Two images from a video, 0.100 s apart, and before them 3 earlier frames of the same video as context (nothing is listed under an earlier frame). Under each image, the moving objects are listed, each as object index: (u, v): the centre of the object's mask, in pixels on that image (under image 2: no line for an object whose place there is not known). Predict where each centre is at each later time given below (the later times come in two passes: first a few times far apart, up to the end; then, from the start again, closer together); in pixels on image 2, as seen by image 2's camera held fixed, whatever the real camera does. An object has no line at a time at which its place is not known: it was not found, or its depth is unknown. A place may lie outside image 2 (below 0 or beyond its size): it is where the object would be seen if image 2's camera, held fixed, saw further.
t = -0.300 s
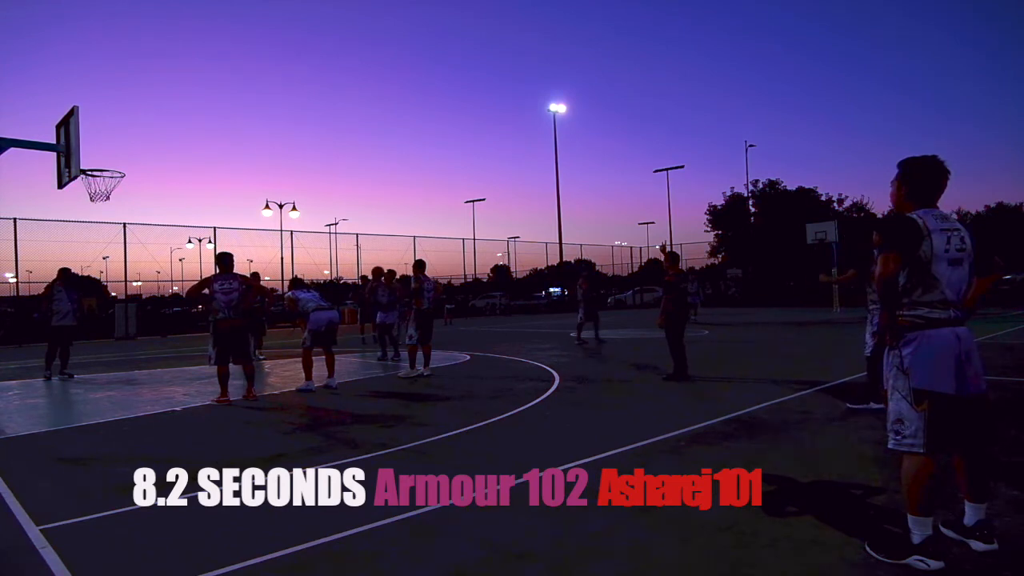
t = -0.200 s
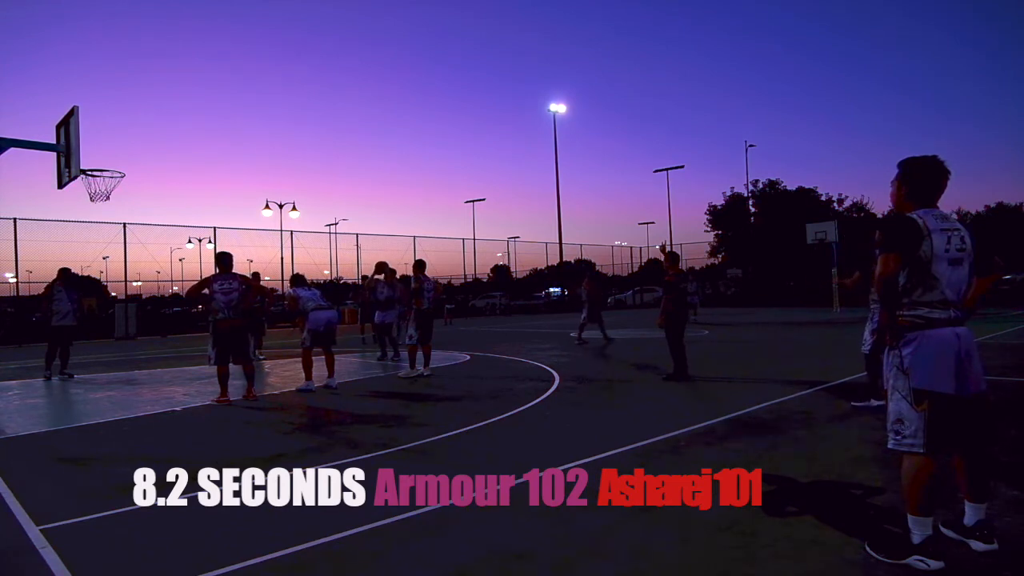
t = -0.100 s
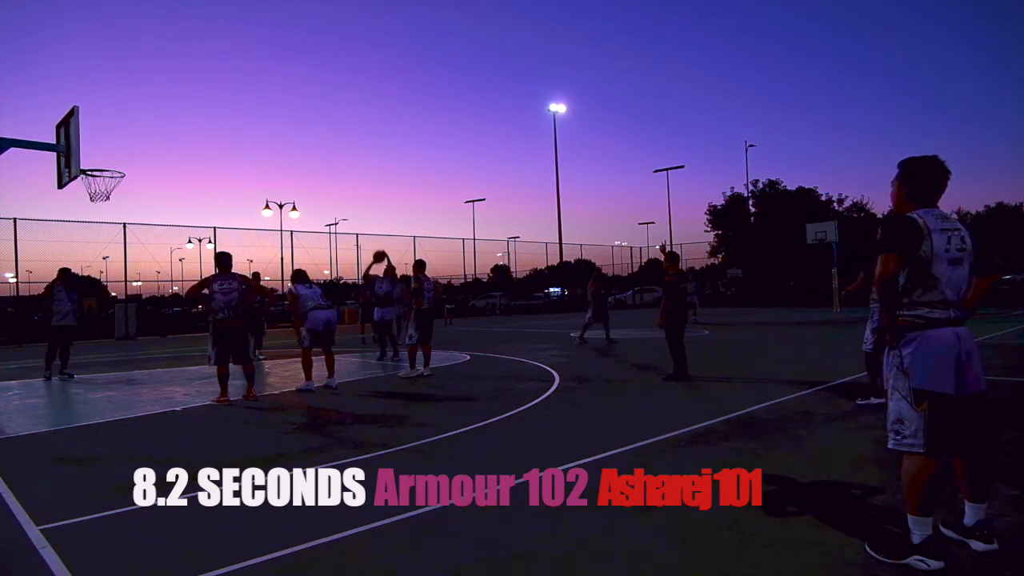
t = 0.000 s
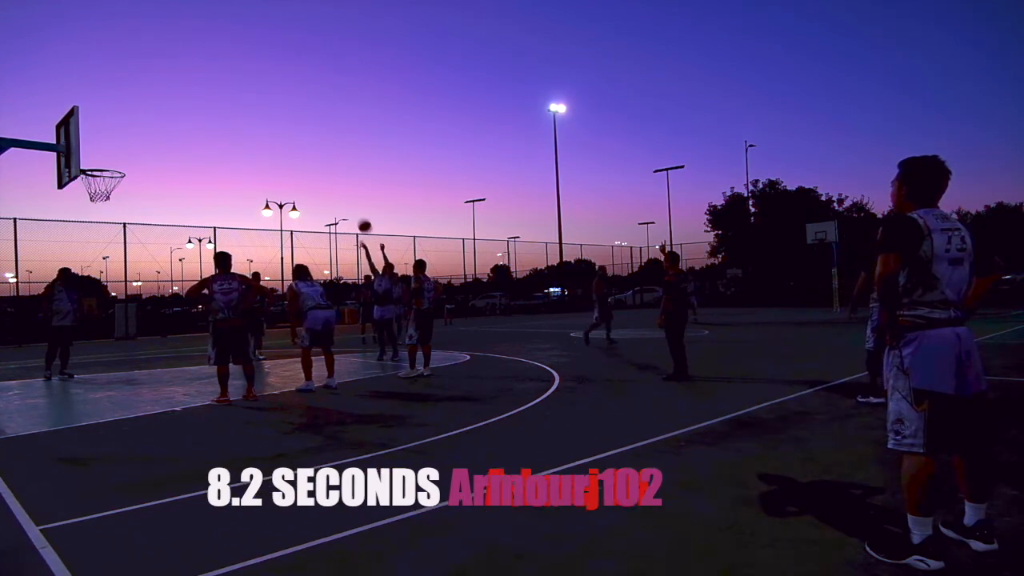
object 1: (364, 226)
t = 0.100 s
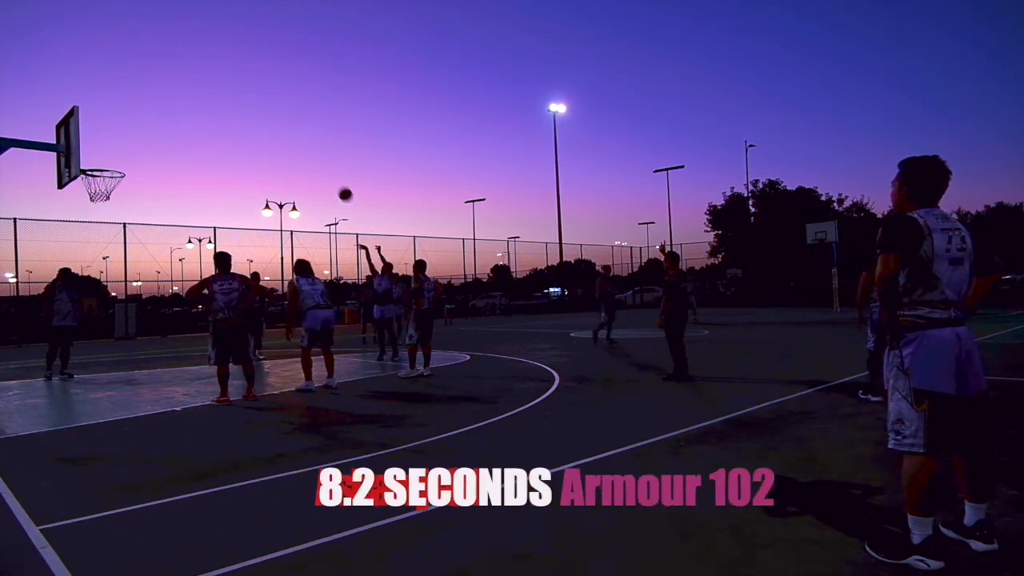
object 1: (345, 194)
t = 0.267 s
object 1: (311, 150)
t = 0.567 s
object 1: (247, 107)
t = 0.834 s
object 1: (184, 111)
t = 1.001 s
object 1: (142, 139)
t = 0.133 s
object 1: (338, 184)
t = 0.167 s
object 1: (332, 175)
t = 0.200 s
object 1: (325, 166)
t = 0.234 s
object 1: (318, 158)
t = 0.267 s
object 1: (311, 150)
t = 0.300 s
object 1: (305, 143)
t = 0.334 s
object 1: (297, 137)
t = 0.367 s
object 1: (290, 131)
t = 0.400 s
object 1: (283, 125)
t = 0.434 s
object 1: (276, 120)
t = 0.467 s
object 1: (269, 116)
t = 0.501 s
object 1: (262, 112)
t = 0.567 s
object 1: (247, 107)
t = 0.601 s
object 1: (239, 105)
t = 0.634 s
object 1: (232, 104)
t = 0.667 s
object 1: (224, 103)
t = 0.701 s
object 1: (216, 103)
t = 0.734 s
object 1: (208, 104)
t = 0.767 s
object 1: (200, 106)
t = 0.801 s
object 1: (192, 108)
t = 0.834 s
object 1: (184, 111)
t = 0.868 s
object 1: (176, 115)
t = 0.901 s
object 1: (167, 120)
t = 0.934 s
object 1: (159, 126)
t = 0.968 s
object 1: (150, 132)
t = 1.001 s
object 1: (142, 139)
